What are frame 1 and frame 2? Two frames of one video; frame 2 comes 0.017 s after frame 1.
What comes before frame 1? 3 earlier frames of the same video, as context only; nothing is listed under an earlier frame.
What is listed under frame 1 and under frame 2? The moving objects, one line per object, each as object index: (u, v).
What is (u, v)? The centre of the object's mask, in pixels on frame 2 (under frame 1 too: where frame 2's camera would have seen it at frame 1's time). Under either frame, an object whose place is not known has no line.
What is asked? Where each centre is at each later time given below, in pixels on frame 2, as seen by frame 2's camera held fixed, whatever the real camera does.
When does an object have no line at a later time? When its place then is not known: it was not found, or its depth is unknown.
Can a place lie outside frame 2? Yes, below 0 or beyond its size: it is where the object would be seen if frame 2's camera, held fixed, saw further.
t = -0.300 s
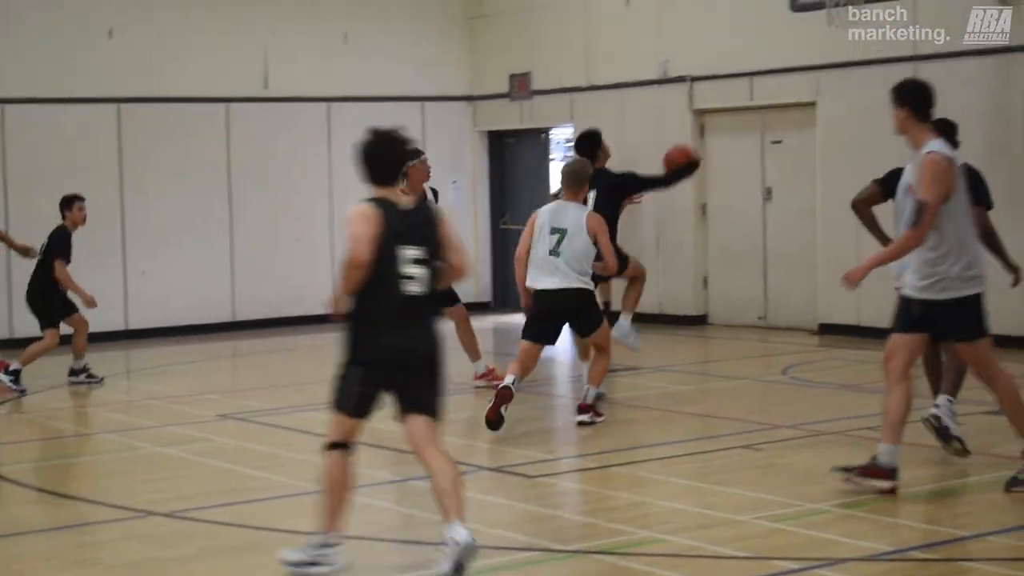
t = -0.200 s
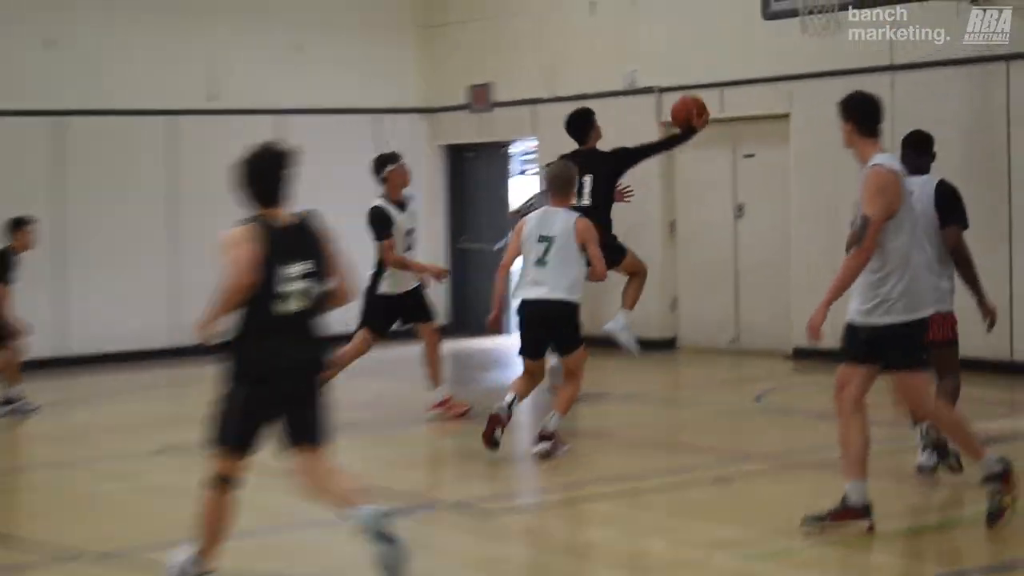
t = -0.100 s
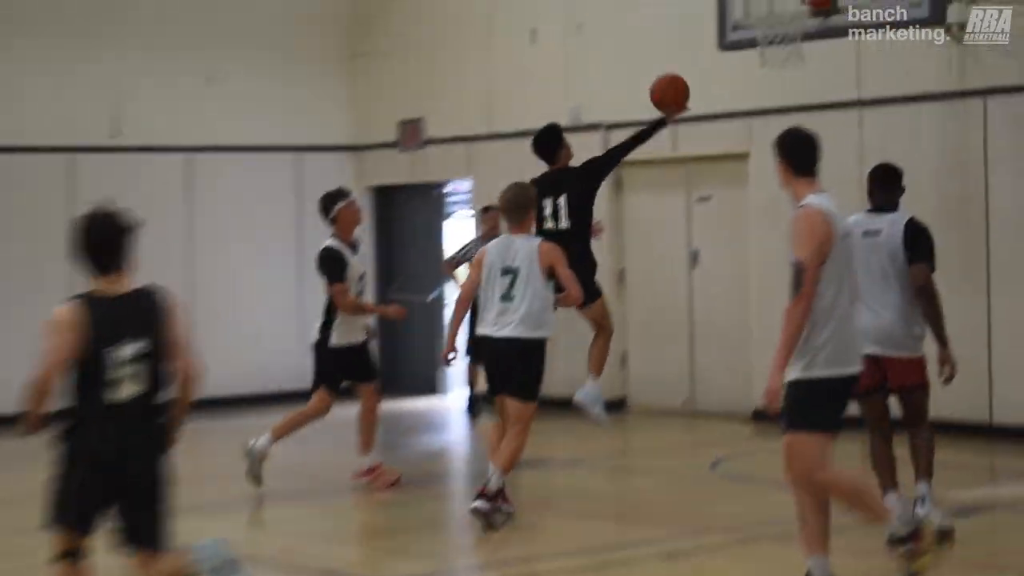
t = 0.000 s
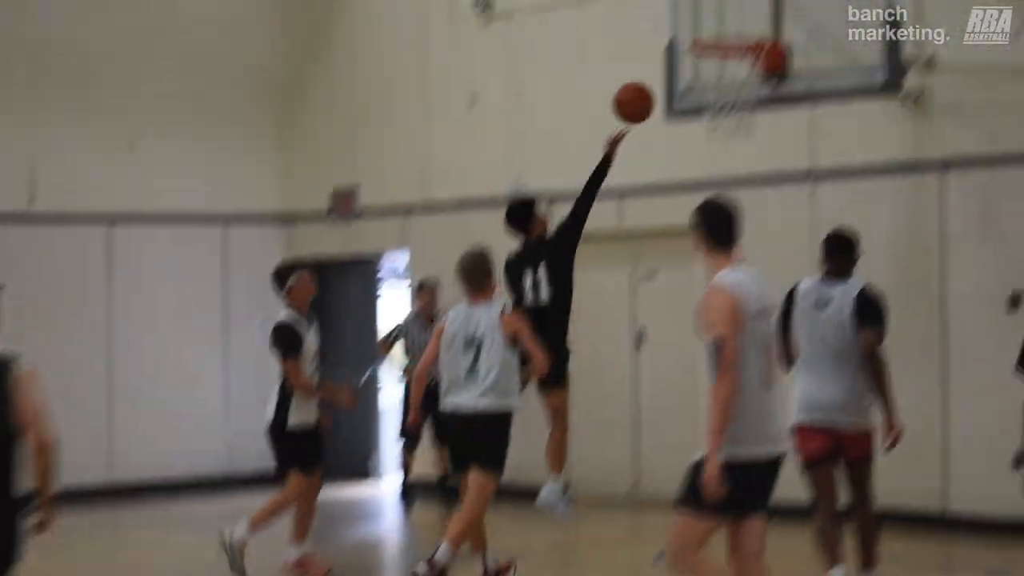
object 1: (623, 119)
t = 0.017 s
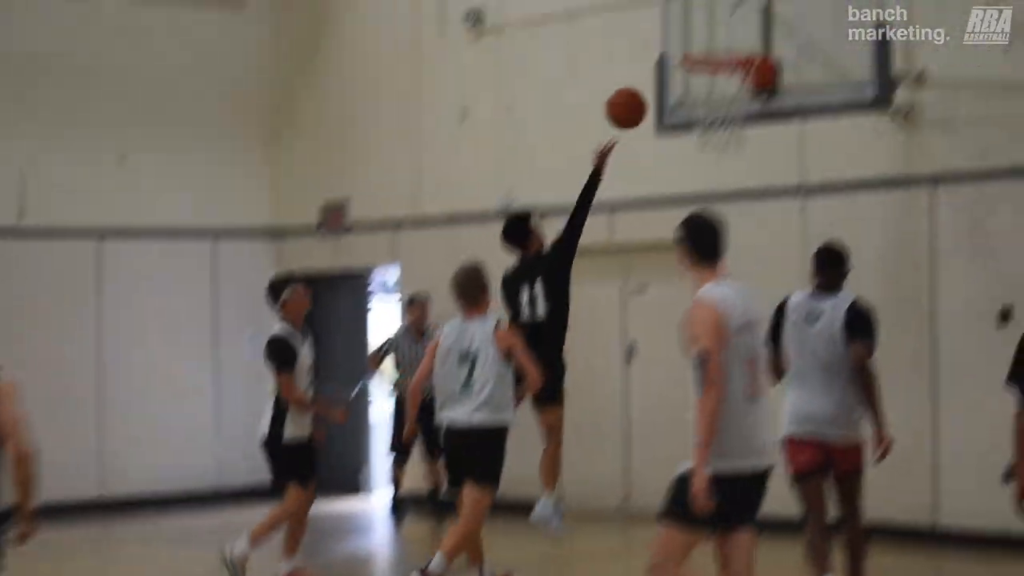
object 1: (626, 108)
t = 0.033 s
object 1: (629, 99)
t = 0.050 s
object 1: (633, 91)
